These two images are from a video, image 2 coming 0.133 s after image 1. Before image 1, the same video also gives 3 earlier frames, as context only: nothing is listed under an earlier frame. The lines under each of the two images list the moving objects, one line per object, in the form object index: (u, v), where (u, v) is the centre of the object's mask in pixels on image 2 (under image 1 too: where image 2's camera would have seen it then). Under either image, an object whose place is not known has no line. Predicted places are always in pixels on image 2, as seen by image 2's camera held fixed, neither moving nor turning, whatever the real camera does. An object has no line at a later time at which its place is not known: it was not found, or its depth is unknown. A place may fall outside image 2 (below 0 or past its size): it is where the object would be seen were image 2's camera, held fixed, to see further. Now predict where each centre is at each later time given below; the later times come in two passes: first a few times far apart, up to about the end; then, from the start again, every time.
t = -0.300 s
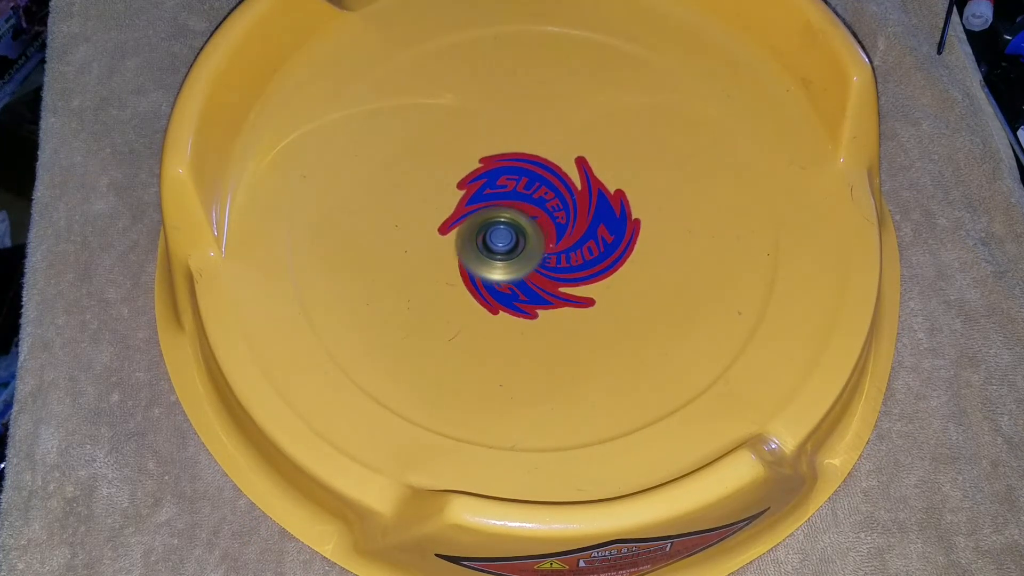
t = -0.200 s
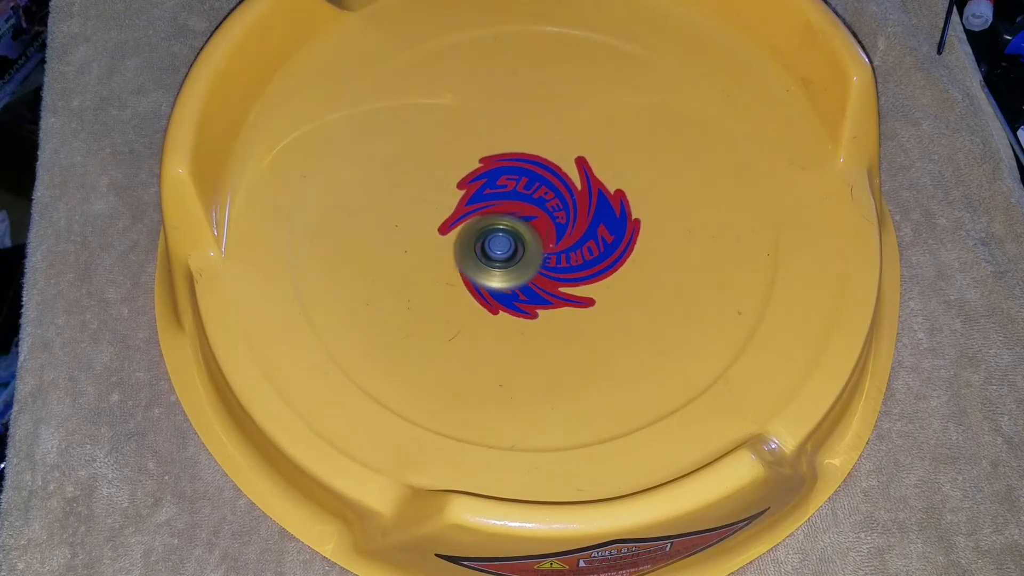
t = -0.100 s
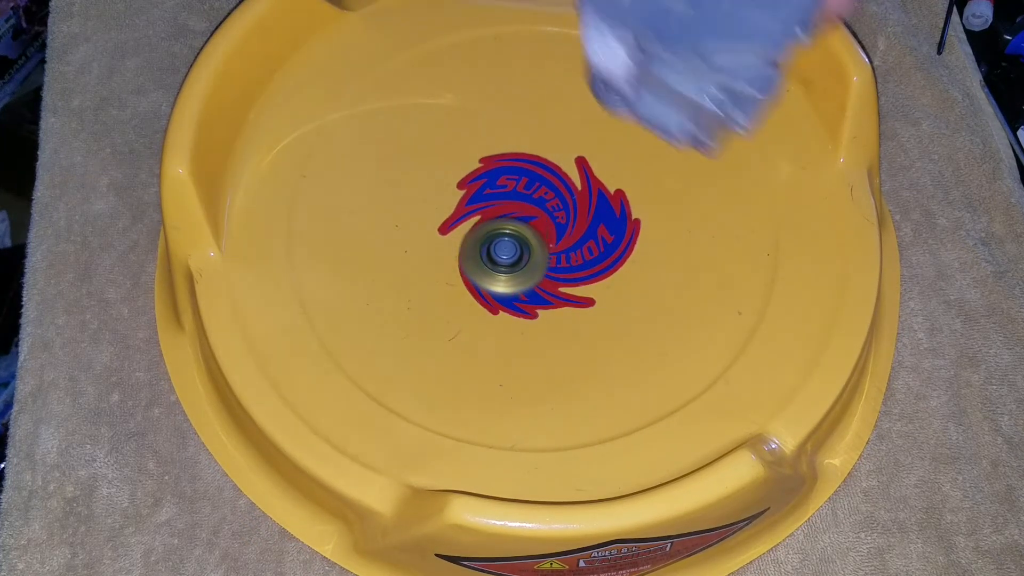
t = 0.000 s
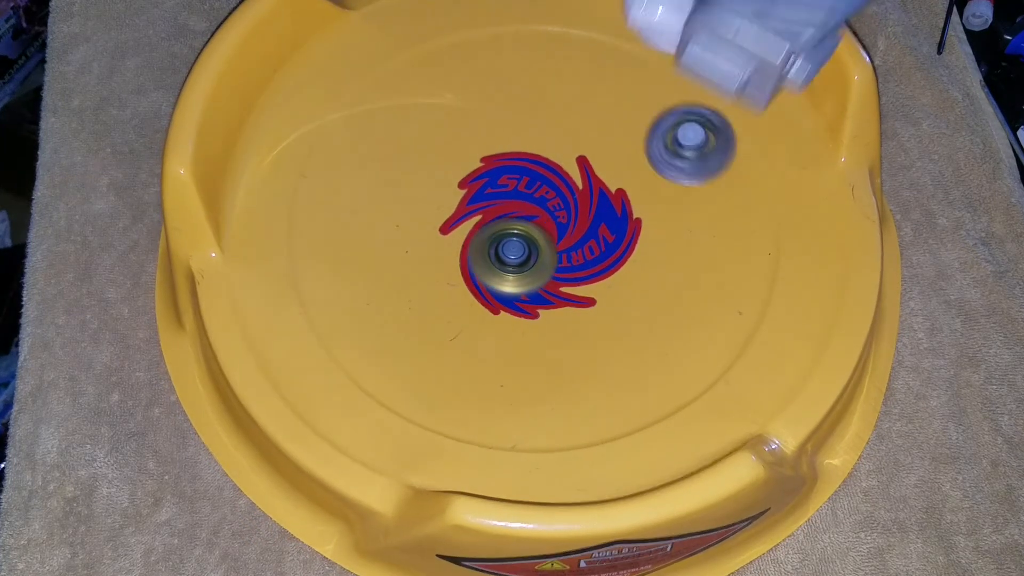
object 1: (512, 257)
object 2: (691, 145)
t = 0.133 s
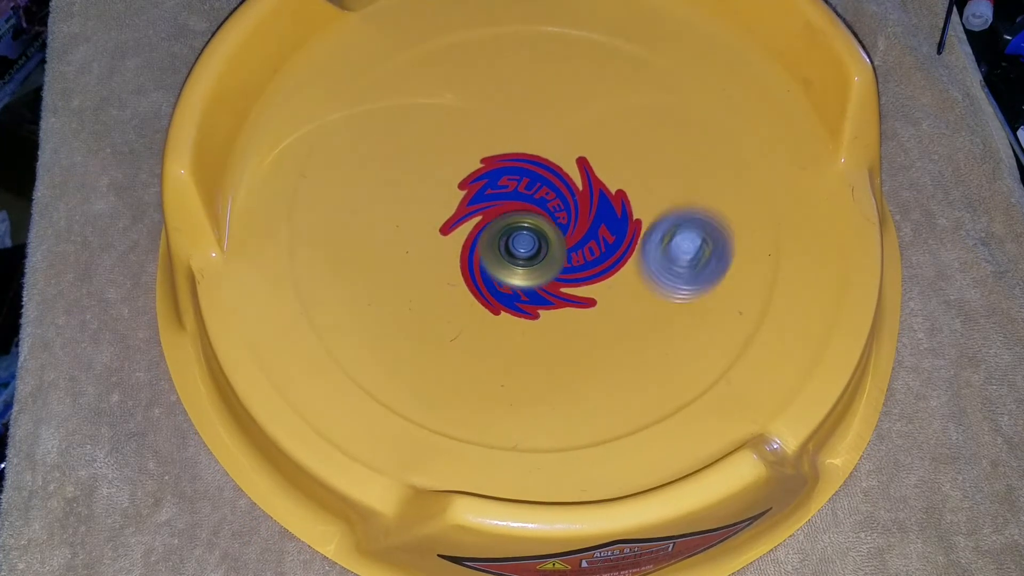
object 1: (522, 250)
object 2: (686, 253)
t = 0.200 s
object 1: (524, 245)
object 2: (618, 319)
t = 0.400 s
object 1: (521, 230)
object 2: (324, 289)
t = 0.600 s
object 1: (516, 222)
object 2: (333, 73)
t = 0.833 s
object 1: (513, 216)
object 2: (632, 14)
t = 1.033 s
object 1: (515, 217)
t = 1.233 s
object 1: (520, 227)
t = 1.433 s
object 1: (532, 238)
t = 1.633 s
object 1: (549, 244)
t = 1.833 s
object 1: (559, 243)
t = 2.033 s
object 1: (559, 242)
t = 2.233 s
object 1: (552, 241)
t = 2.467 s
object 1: (543, 243)
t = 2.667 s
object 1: (534, 253)
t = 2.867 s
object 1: (531, 253)
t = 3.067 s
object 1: (527, 247)
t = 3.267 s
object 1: (521, 245)
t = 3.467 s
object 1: (516, 243)
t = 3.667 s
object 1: (518, 243)
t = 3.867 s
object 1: (518, 244)
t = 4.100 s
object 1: (520, 244)
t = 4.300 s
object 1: (528, 240)
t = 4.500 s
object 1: (537, 241)
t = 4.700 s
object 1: (547, 243)
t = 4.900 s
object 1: (551, 241)
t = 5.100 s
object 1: (552, 240)
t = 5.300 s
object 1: (549, 239)
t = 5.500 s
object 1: (544, 240)
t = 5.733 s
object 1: (537, 240)
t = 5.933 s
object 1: (531, 240)
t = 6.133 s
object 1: (531, 240)
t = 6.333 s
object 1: (531, 240)
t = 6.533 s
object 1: (530, 235)
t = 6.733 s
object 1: (525, 236)
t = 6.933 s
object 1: (529, 235)
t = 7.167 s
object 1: (531, 236)
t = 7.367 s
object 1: (535, 237)
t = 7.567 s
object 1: (537, 239)
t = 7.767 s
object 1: (542, 242)
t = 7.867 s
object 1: (542, 244)
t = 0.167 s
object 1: (524, 248)
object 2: (659, 287)
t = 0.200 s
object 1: (524, 245)
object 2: (618, 319)
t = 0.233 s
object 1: (523, 243)
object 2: (568, 341)
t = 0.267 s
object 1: (524, 241)
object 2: (514, 351)
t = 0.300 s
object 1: (524, 238)
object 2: (459, 349)
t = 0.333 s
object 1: (523, 235)
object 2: (408, 337)
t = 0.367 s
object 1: (522, 233)
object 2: (363, 317)
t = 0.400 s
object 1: (521, 230)
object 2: (324, 289)
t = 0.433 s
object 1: (520, 229)
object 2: (293, 256)
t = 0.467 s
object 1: (520, 228)
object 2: (274, 218)
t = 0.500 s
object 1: (519, 227)
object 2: (270, 180)
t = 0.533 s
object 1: (519, 226)
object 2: (284, 145)
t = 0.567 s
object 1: (517, 224)
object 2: (305, 109)
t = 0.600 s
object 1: (516, 222)
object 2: (333, 73)
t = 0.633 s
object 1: (515, 220)
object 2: (372, 46)
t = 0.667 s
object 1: (513, 219)
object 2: (417, 25)
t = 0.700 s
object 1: (512, 218)
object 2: (468, 15)
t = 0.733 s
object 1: (512, 218)
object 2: (524, 8)
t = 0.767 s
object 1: (512, 217)
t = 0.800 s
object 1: (513, 216)
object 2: (615, 6)
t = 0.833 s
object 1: (513, 216)
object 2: (632, 14)
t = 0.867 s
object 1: (513, 216)
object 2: (647, 31)
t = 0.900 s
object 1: (514, 216)
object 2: (660, 67)
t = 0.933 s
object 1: (514, 217)
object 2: (677, 109)
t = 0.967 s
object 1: (514, 217)
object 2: (687, 159)
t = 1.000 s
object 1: (514, 217)
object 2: (686, 215)
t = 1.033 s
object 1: (515, 217)
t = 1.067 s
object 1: (515, 218)
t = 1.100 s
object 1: (515, 220)
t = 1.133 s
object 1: (516, 222)
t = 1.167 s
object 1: (517, 224)
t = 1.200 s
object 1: (519, 225)
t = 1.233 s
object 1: (520, 227)
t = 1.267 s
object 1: (522, 230)
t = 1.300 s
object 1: (524, 231)
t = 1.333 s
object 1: (525, 233)
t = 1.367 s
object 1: (526, 235)
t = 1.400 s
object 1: (529, 237)
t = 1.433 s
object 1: (532, 238)
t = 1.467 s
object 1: (536, 240)
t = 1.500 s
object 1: (538, 241)
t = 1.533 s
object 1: (541, 241)
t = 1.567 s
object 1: (543, 243)
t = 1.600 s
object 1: (546, 244)
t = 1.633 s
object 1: (549, 244)
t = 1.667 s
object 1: (551, 244)
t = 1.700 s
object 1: (553, 244)
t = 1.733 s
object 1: (555, 244)
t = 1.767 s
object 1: (557, 244)
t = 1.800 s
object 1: (558, 244)
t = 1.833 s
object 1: (559, 243)
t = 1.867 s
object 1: (559, 243)
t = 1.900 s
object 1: (560, 242)
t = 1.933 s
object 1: (560, 242)
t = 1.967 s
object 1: (560, 242)
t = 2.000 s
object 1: (560, 242)
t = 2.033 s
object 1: (559, 242)
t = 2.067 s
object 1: (558, 242)
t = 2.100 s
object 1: (557, 241)
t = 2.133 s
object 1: (556, 241)
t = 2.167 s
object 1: (554, 241)
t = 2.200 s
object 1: (553, 241)
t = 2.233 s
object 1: (552, 241)
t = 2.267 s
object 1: (552, 241)
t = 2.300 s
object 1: (551, 241)
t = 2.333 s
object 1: (549, 241)
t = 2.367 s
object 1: (548, 241)
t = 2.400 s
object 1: (547, 241)
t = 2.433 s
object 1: (545, 242)
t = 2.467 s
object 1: (543, 243)
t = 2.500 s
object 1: (541, 244)
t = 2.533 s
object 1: (539, 245)
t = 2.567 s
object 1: (539, 248)
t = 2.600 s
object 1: (537, 250)
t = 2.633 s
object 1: (535, 252)
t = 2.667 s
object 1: (534, 253)
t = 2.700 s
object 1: (533, 253)
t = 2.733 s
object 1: (533, 254)
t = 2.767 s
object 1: (532, 254)
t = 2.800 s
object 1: (532, 254)
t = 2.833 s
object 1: (531, 254)
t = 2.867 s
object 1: (531, 253)
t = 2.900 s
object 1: (530, 252)
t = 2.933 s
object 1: (530, 251)
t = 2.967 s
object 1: (529, 250)
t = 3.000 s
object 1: (529, 249)
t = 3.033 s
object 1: (528, 248)
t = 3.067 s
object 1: (527, 247)
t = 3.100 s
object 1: (525, 247)
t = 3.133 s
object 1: (524, 246)
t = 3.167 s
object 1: (522, 246)
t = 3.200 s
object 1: (522, 245)
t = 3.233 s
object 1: (521, 245)
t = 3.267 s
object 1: (521, 245)
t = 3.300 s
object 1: (521, 245)
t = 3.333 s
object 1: (521, 244)
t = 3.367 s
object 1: (521, 244)
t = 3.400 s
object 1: (520, 243)
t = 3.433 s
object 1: (519, 243)
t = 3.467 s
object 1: (516, 243)
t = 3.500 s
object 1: (515, 243)
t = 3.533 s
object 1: (515, 244)
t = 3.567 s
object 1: (515, 244)
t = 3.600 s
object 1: (516, 244)
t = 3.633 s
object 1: (518, 243)
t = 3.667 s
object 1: (518, 243)
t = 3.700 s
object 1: (518, 243)
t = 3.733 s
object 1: (518, 243)
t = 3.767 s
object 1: (518, 243)
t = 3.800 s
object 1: (518, 243)
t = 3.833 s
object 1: (518, 243)
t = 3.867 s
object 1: (518, 244)
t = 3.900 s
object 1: (518, 244)
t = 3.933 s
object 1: (518, 244)
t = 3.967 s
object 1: (518, 244)
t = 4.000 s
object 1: (518, 244)
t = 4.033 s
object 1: (519, 244)
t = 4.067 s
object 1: (519, 244)
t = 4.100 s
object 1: (520, 244)
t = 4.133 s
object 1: (522, 245)
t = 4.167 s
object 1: (524, 245)
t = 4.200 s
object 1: (523, 242)
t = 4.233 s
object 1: (524, 240)
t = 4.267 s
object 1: (526, 240)
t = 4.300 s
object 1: (528, 240)
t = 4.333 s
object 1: (531, 240)
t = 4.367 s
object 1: (532, 240)
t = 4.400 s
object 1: (534, 241)
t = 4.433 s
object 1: (535, 241)
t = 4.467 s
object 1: (536, 241)
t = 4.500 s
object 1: (537, 241)
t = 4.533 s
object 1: (540, 241)
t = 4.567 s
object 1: (542, 242)
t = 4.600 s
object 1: (543, 242)
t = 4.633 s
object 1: (545, 243)
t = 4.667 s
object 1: (546, 243)
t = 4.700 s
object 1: (547, 243)
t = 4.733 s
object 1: (548, 243)
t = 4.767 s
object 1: (549, 243)
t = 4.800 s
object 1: (550, 242)
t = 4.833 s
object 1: (550, 242)
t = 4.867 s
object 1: (551, 242)
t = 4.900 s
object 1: (551, 241)
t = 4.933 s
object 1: (552, 241)
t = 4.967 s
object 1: (552, 241)
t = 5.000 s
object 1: (552, 241)
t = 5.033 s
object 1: (552, 241)
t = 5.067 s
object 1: (553, 240)
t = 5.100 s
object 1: (552, 240)
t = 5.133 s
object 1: (552, 239)
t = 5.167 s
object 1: (552, 239)
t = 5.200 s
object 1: (551, 239)
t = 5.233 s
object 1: (551, 239)
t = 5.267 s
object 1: (550, 239)
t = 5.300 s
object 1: (549, 239)
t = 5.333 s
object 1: (548, 239)
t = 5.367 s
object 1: (548, 239)
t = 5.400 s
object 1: (546, 239)
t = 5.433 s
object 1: (546, 239)
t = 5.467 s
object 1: (545, 239)
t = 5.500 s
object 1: (544, 240)
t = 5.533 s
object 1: (543, 240)
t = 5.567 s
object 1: (542, 240)
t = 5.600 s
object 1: (541, 240)
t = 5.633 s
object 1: (540, 240)
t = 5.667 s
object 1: (539, 240)
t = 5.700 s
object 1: (538, 240)
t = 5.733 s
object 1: (537, 240)
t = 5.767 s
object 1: (536, 240)
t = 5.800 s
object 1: (534, 239)
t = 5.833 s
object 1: (533, 240)
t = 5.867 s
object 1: (531, 240)
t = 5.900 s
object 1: (531, 240)
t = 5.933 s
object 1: (531, 240)
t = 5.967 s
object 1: (531, 240)
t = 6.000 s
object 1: (531, 240)
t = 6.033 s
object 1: (531, 240)
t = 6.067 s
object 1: (531, 240)
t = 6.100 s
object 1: (531, 240)
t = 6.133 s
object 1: (531, 240)
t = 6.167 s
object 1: (531, 240)
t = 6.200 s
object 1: (531, 240)
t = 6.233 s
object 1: (531, 240)
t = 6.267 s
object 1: (531, 240)
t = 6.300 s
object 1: (531, 240)
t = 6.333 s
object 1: (531, 240)
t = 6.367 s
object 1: (530, 239)
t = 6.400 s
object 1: (531, 238)
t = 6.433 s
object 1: (530, 238)
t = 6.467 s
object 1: (530, 237)
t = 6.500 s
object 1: (529, 236)
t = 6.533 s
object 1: (530, 235)
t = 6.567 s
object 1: (528, 234)
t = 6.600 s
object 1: (526, 234)
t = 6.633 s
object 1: (526, 235)
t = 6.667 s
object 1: (526, 235)
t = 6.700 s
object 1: (526, 235)
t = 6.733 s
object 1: (525, 236)
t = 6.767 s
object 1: (525, 236)
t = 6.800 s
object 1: (526, 236)
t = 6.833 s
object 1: (526, 236)
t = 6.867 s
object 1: (528, 236)
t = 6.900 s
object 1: (529, 236)
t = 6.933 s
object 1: (529, 235)
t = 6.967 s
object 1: (528, 234)
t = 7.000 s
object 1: (527, 235)
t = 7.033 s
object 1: (527, 236)
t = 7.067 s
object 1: (529, 236)
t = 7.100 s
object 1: (530, 236)
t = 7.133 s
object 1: (531, 236)
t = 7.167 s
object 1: (531, 236)
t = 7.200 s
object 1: (532, 236)
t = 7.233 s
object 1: (532, 236)
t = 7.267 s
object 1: (532, 236)
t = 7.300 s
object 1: (533, 237)
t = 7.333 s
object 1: (534, 237)
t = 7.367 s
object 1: (535, 237)
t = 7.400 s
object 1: (535, 237)
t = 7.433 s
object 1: (536, 237)
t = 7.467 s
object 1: (536, 238)
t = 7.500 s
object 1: (536, 238)
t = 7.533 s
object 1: (537, 239)
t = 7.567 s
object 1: (537, 239)
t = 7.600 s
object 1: (538, 240)
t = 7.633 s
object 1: (538, 240)
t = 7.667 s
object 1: (539, 241)
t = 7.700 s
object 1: (541, 241)
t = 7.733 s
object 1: (541, 242)
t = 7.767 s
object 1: (542, 242)
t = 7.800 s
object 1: (542, 243)
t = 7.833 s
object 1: (542, 243)
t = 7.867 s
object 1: (542, 244)
